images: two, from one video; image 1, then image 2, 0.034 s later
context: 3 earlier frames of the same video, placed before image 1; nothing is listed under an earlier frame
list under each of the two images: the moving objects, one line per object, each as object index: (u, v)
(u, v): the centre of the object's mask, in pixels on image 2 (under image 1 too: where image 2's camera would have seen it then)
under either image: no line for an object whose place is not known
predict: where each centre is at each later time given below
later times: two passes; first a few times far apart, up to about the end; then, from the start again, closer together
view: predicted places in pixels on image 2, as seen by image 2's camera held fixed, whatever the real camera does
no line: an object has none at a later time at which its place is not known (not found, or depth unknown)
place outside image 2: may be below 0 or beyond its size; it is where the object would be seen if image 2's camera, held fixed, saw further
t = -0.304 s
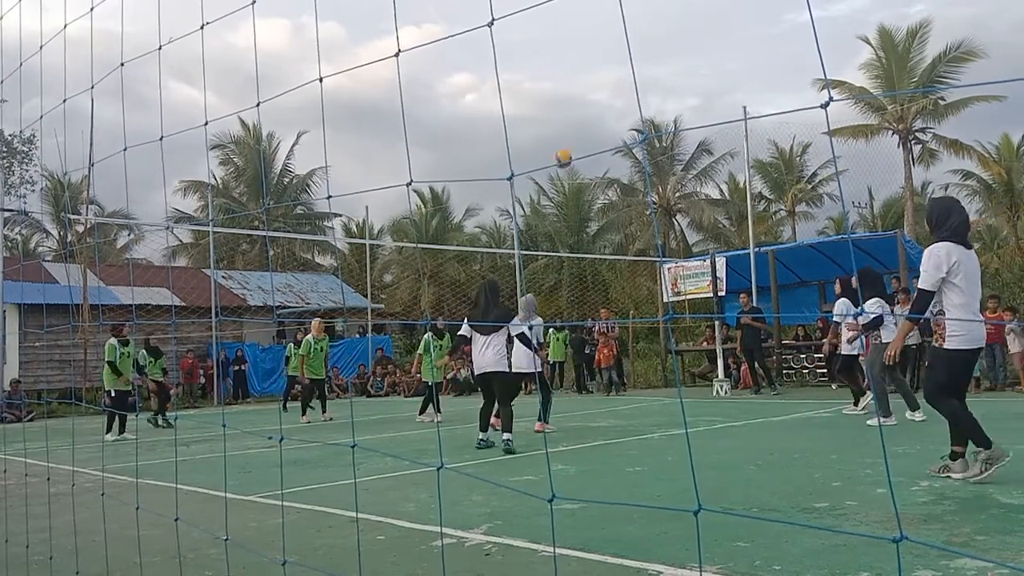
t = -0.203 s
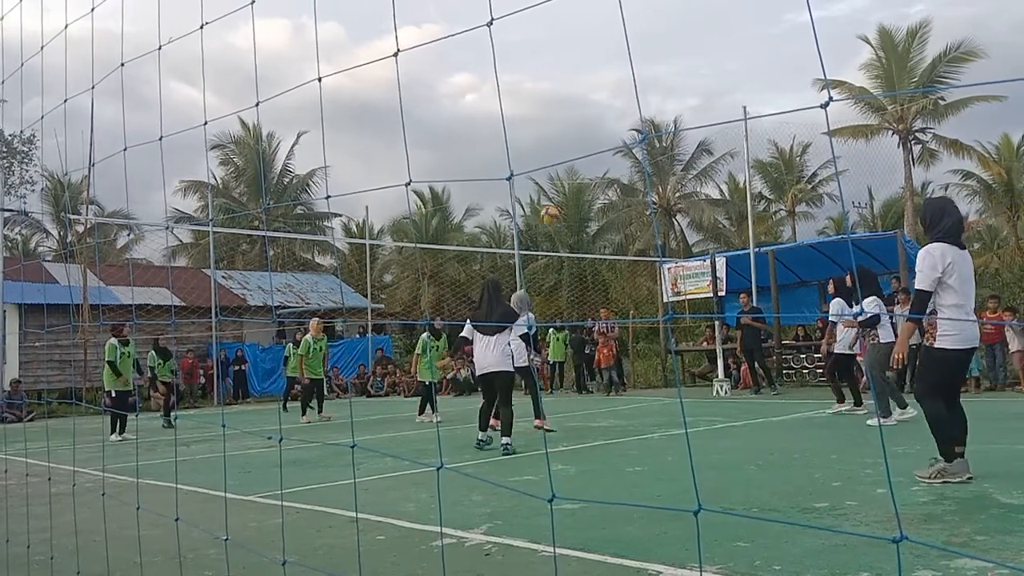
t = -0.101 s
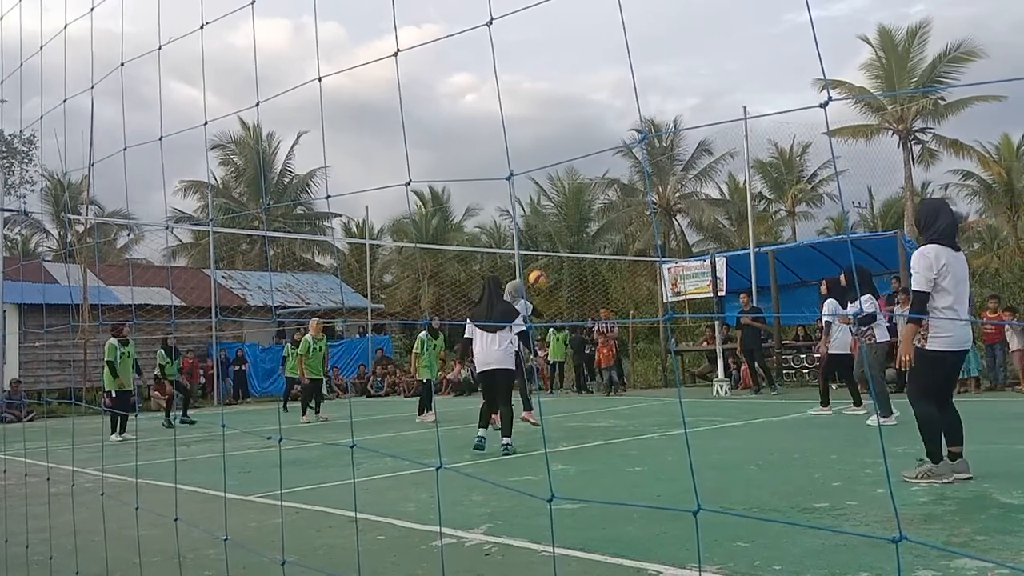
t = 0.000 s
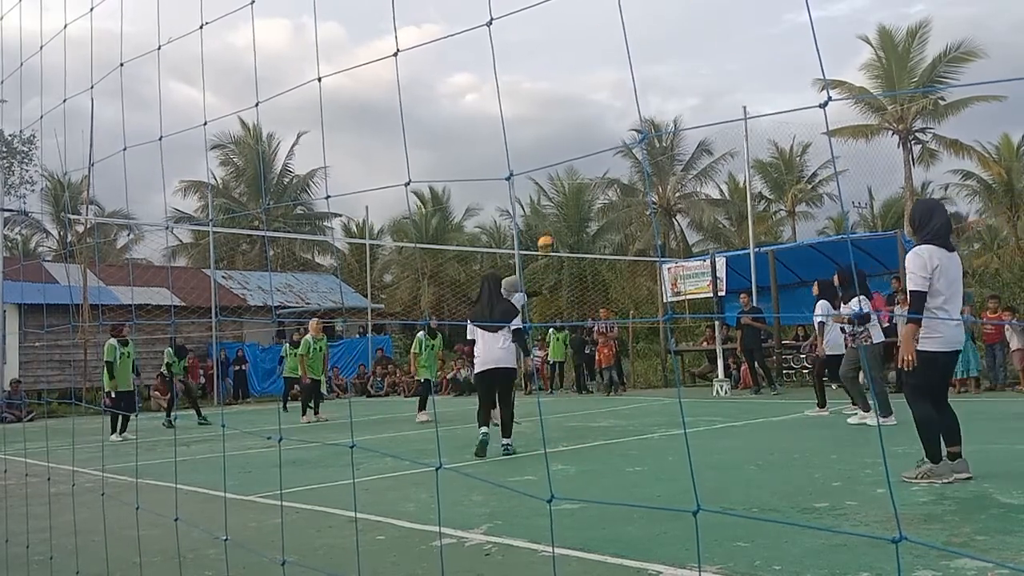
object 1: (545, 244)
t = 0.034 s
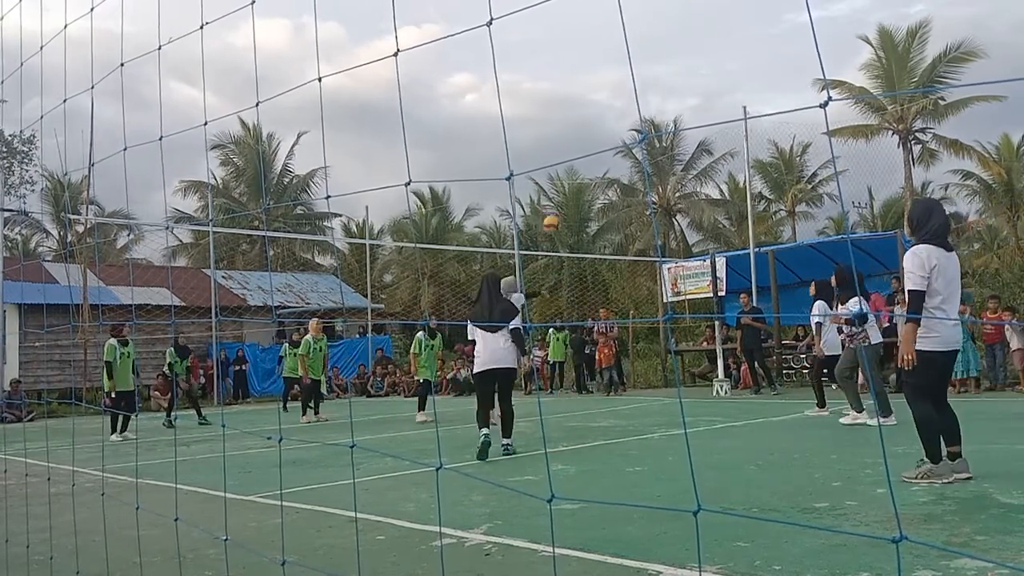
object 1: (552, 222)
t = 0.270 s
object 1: (587, 113)
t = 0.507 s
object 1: (620, 53)
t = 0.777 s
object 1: (657, 40)
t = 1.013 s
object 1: (690, 73)
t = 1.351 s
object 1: (735, 188)
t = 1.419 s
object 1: (744, 221)
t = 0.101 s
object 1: (562, 185)
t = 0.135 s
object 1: (567, 171)
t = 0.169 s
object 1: (572, 153)
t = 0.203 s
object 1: (577, 139)
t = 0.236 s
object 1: (582, 125)
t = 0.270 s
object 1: (587, 113)
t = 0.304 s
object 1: (592, 101)
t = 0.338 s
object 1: (596, 91)
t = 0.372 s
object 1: (601, 81)
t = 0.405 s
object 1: (606, 73)
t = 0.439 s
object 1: (611, 65)
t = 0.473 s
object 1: (615, 59)
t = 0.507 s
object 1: (620, 53)
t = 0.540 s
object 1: (625, 48)
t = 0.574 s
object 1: (629, 44)
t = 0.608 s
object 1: (634, 41)
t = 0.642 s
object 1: (638, 39)
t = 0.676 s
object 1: (643, 38)
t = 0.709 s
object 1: (648, 38)
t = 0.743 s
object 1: (653, 38)
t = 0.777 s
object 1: (657, 40)
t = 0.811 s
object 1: (662, 42)
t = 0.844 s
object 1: (666, 45)
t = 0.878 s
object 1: (671, 49)
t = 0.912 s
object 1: (676, 54)
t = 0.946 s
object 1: (680, 59)
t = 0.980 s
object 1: (685, 66)
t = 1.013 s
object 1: (690, 73)
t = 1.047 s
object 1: (694, 81)
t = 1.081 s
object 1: (699, 90)
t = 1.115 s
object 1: (704, 100)
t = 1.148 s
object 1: (709, 110)
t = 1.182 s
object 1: (713, 121)
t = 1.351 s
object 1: (735, 188)
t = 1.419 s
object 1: (744, 221)
